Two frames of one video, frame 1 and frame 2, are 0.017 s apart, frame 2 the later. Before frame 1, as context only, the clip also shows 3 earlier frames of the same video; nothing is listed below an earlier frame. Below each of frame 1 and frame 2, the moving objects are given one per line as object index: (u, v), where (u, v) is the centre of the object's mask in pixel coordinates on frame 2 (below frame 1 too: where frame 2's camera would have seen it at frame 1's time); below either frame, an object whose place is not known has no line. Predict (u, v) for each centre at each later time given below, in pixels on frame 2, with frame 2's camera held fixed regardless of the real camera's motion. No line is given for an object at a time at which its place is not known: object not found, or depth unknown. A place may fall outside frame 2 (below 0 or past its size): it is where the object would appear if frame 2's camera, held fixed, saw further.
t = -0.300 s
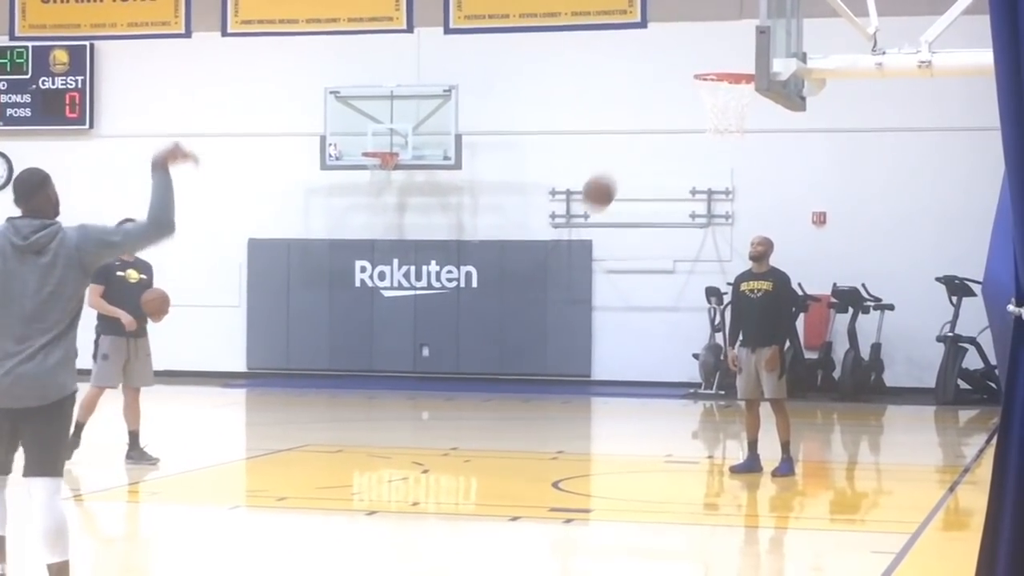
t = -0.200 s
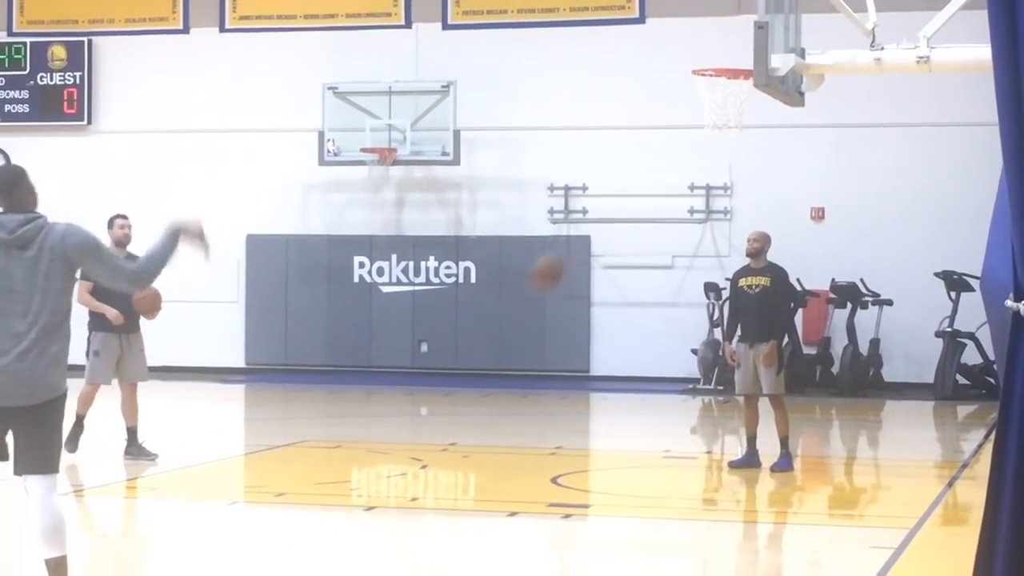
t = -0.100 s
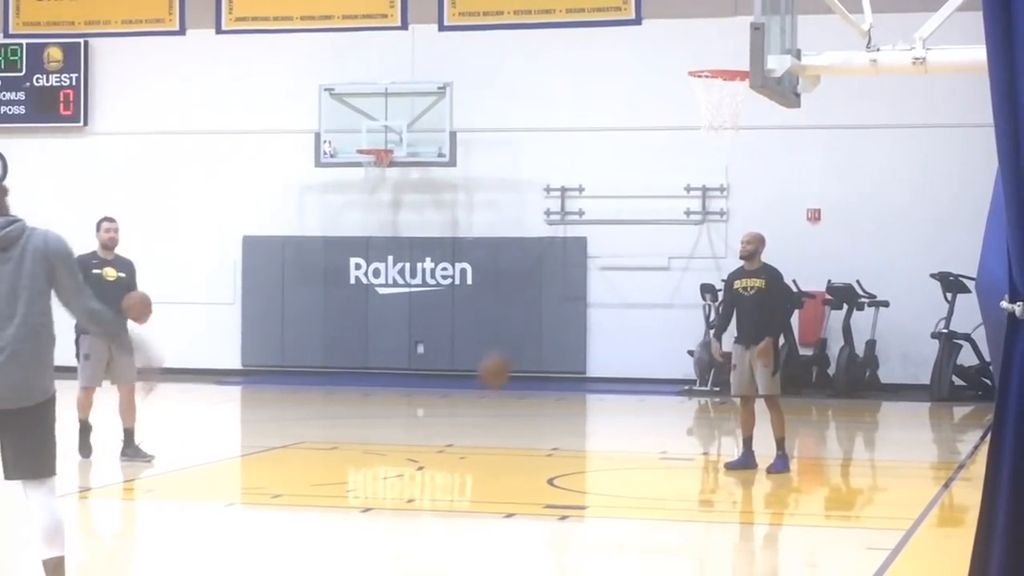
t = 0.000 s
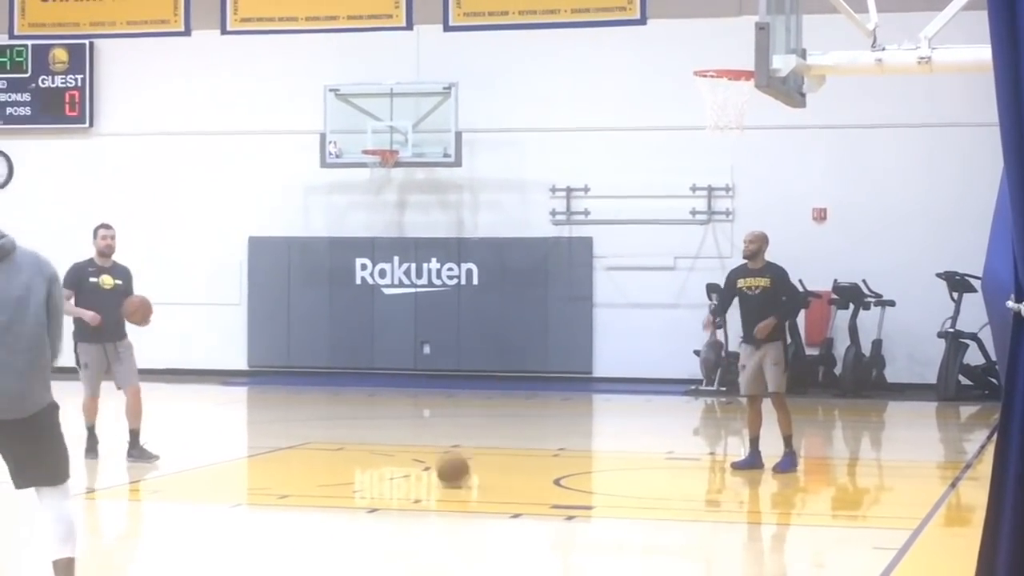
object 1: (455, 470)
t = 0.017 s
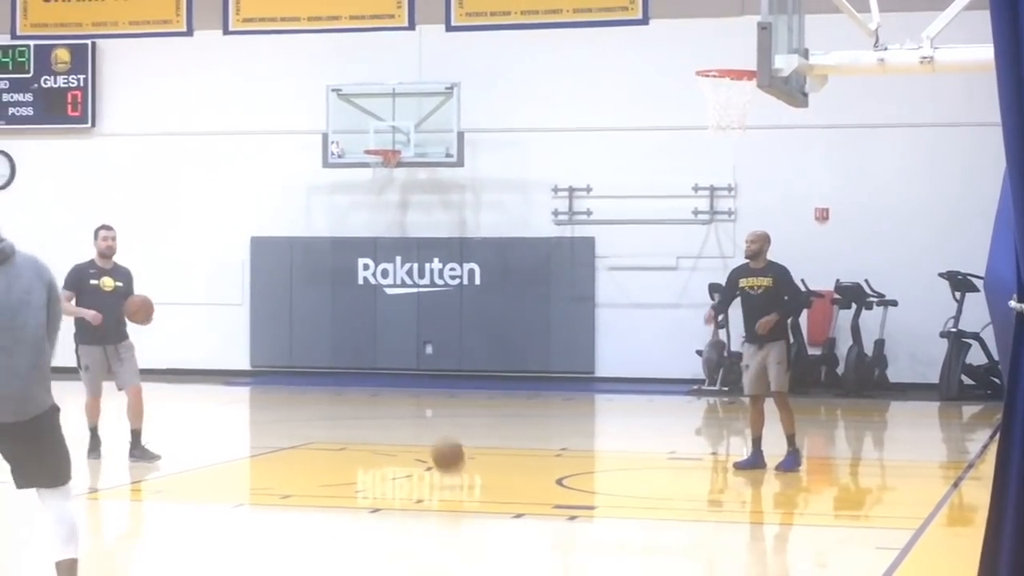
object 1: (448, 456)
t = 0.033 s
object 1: (441, 442)
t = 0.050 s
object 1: (433, 429)
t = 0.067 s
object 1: (427, 416)
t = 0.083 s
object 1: (419, 402)
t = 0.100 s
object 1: (412, 389)
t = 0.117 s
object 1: (405, 378)
